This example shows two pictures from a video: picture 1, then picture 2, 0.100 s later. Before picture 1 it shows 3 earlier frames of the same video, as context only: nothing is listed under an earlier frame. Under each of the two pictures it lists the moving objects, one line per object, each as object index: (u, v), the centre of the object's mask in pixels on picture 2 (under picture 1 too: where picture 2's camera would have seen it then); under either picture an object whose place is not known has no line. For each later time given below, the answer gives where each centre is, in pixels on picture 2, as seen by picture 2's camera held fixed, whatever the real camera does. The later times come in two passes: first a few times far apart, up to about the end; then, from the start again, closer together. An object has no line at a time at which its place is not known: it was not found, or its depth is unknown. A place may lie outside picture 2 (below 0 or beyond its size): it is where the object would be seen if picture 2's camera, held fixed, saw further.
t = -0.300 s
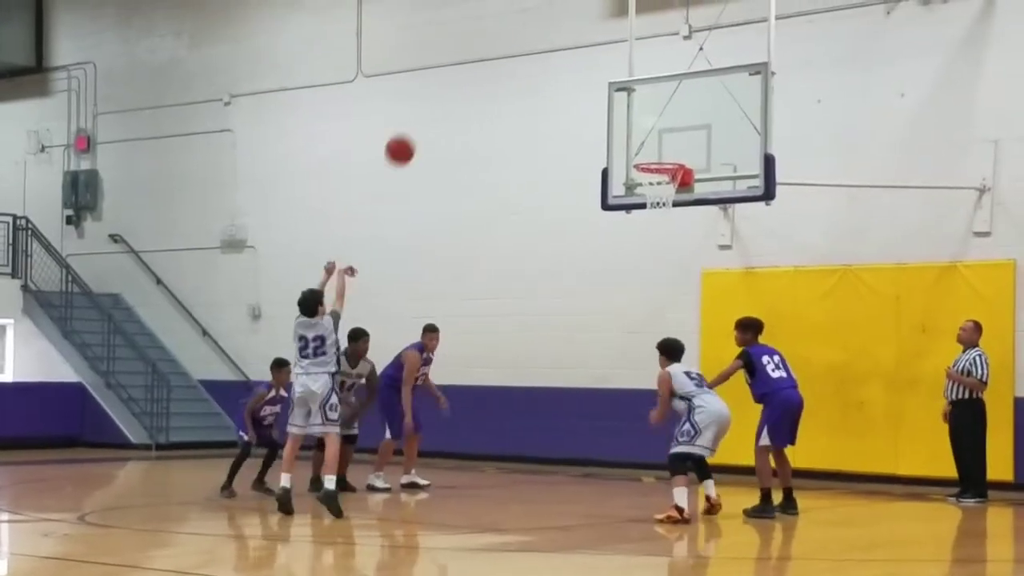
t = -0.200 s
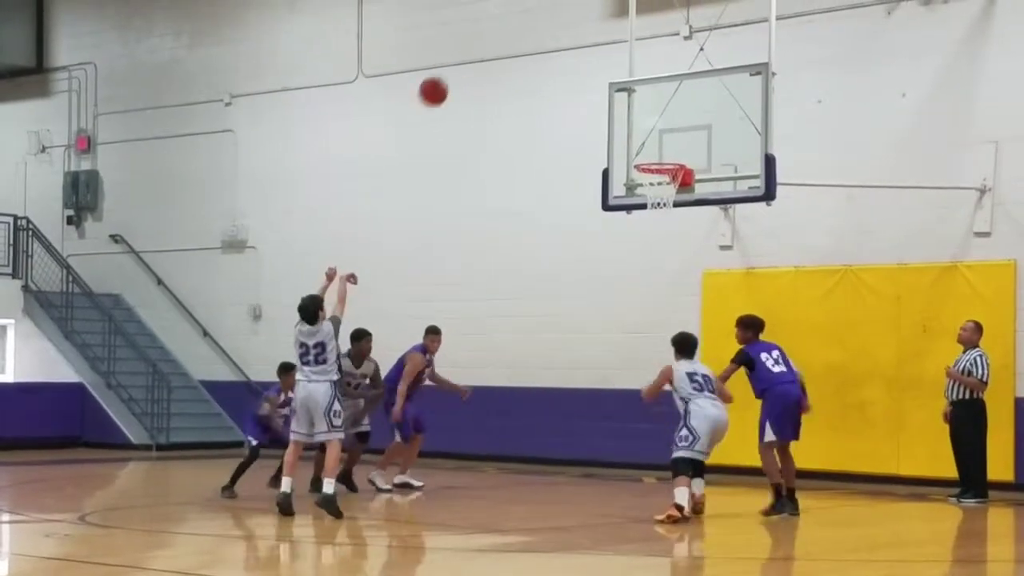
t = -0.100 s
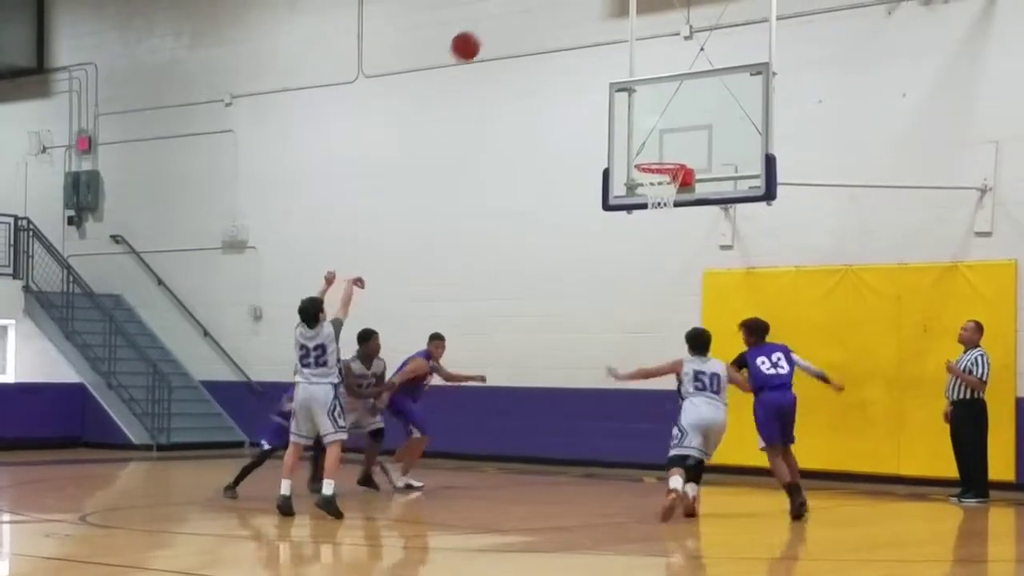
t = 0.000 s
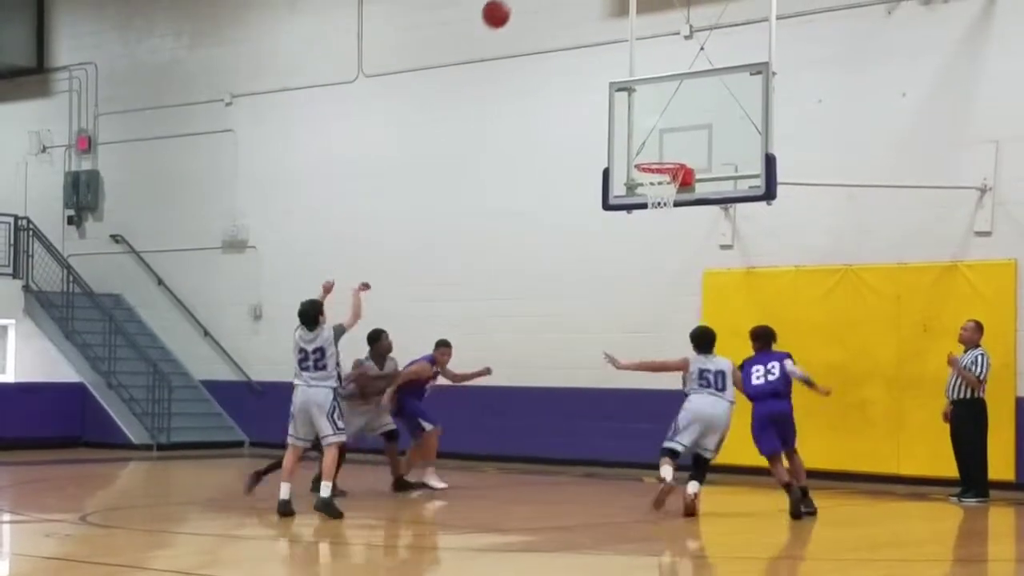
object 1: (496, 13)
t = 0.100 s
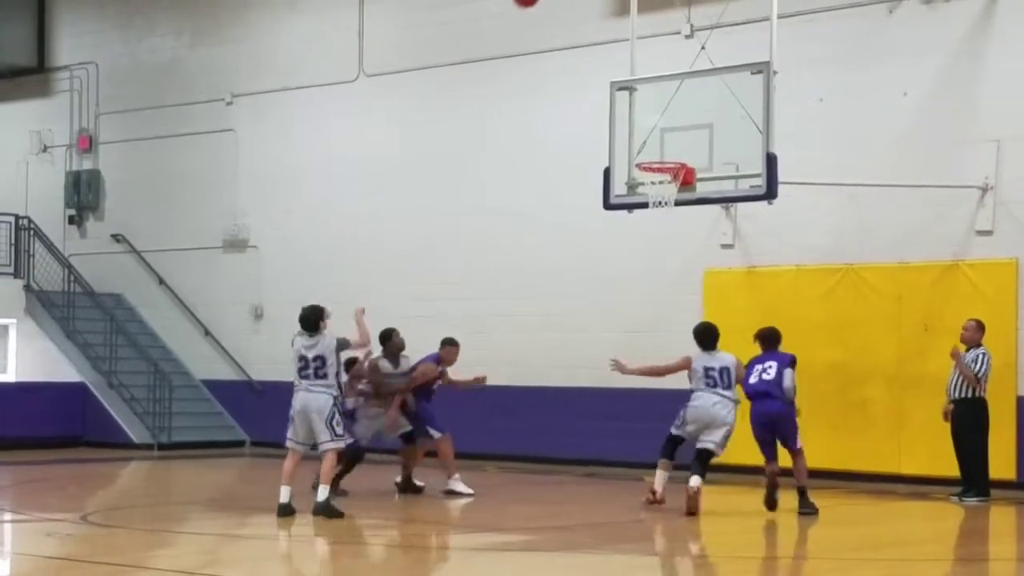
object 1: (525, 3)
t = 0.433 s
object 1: (614, 14)
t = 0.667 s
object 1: (669, 90)
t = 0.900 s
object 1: (655, 149)
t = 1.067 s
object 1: (600, 158)
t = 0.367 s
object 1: (597, 7)
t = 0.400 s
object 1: (605, 11)
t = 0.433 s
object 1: (614, 14)
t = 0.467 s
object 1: (622, 19)
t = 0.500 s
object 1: (631, 27)
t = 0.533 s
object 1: (639, 37)
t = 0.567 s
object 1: (646, 48)
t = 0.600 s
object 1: (654, 61)
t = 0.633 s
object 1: (662, 74)
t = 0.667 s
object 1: (669, 90)
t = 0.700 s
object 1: (677, 105)
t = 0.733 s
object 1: (684, 121)
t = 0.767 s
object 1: (690, 137)
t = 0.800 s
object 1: (685, 148)
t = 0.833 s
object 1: (678, 153)
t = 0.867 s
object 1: (666, 150)
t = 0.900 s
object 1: (655, 149)
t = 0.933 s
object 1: (644, 149)
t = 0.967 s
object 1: (633, 149)
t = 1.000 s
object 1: (622, 151)
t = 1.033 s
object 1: (611, 154)
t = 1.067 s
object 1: (600, 158)
